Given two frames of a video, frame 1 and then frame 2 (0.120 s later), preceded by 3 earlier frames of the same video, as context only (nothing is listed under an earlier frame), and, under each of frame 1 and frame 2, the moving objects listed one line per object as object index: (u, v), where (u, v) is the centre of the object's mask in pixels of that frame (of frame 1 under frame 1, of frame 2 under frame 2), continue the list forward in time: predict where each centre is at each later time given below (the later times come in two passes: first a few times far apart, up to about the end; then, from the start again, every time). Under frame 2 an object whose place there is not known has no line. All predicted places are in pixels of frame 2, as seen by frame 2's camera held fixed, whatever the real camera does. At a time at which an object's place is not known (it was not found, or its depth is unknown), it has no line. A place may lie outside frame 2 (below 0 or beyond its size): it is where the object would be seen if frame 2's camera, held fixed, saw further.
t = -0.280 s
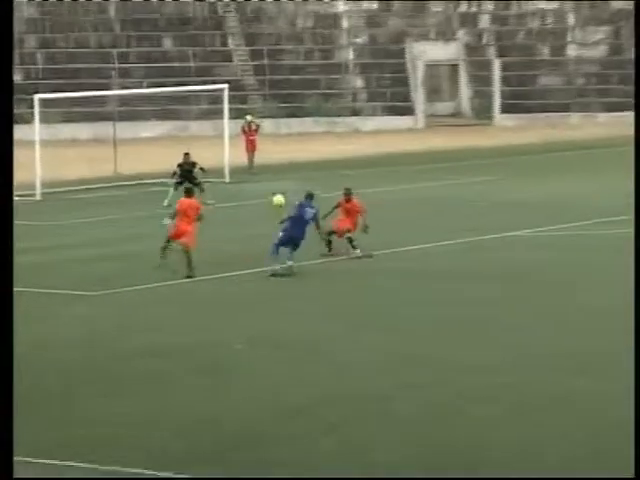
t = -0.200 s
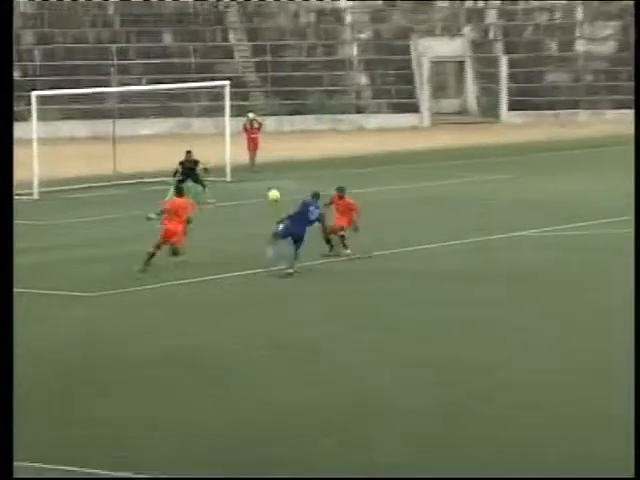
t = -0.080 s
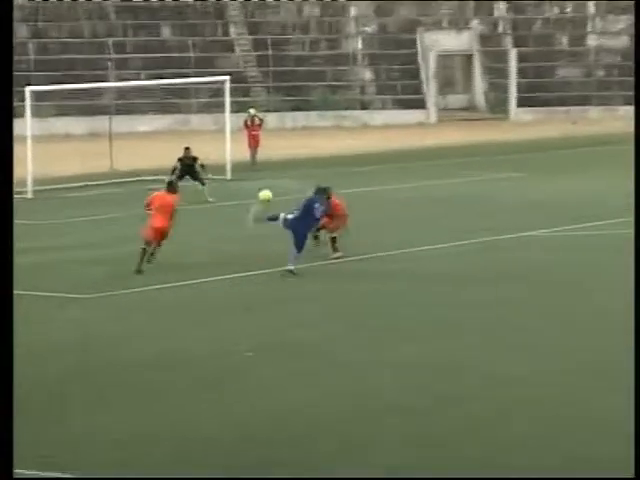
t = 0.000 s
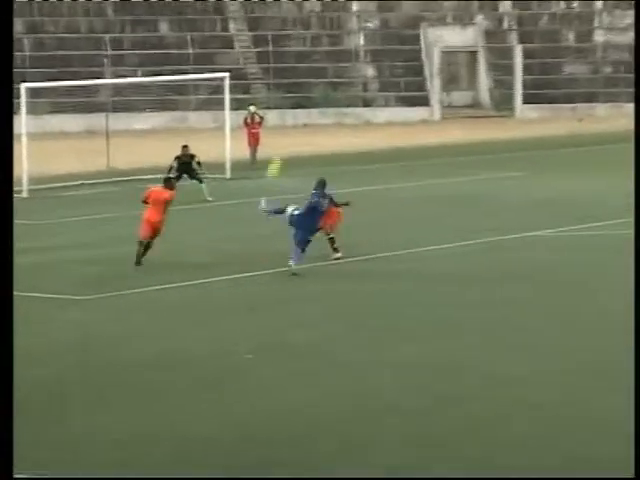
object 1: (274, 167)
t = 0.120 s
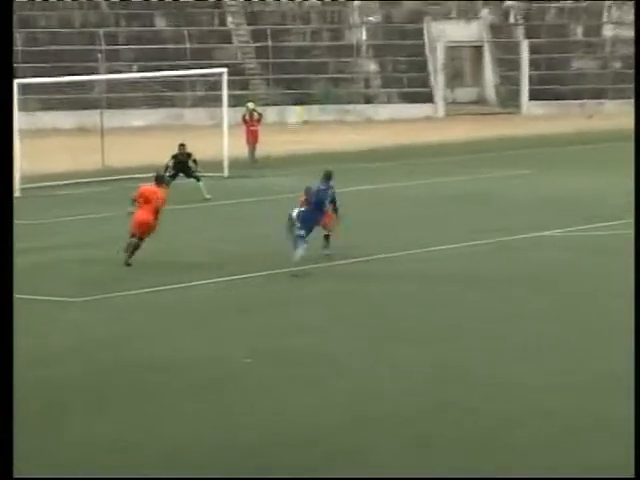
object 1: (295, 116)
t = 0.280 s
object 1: (321, 66)
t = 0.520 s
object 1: (360, 18)
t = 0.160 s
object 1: (302, 102)
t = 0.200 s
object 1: (308, 91)
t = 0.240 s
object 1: (314, 78)
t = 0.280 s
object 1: (321, 66)
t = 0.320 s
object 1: (327, 56)
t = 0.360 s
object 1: (334, 45)
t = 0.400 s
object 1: (339, 37)
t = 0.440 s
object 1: (346, 29)
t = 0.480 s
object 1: (355, 23)
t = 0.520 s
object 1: (360, 18)
